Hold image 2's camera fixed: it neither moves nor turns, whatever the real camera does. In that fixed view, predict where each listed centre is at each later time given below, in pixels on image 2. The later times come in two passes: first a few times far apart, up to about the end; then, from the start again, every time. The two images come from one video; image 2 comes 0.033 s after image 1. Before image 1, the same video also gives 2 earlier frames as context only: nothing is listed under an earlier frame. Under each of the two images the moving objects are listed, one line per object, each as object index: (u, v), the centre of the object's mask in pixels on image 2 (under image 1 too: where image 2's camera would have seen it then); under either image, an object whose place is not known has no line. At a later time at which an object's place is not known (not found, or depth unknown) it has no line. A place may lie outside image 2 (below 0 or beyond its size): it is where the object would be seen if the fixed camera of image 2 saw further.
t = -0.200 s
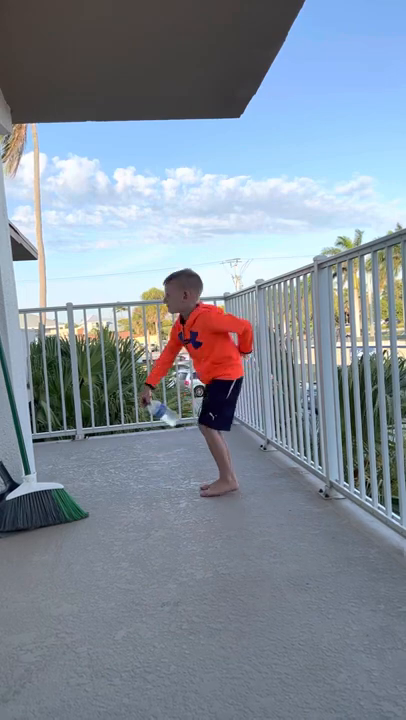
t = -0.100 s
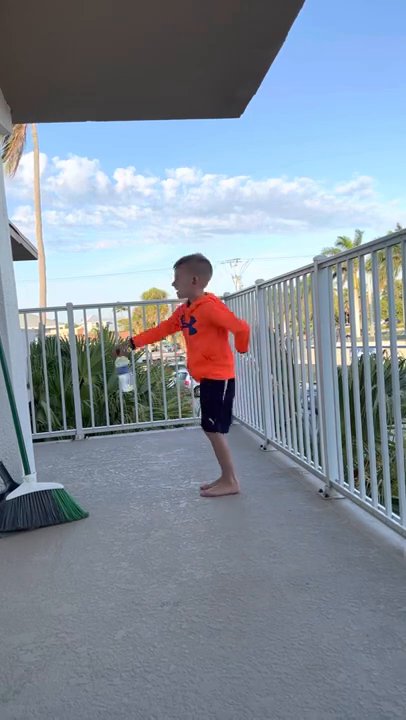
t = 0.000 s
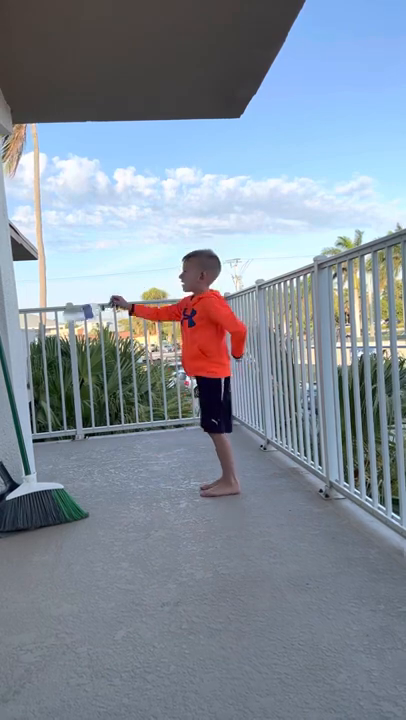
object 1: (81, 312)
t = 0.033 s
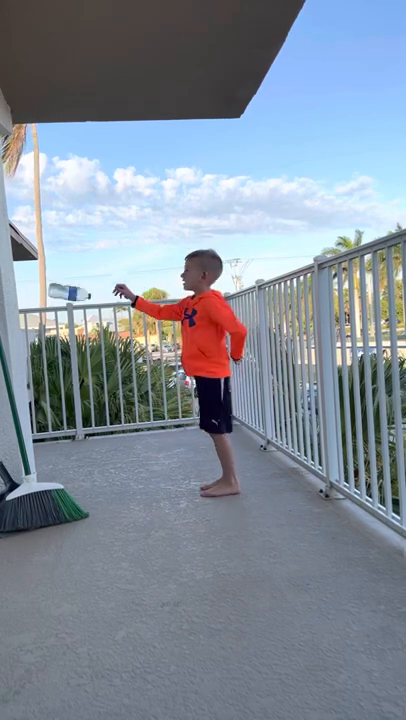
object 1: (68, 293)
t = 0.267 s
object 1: (13, 209)
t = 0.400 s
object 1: (24, 226)
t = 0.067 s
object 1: (52, 273)
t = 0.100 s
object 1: (36, 256)
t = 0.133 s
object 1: (21, 240)
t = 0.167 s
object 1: (8, 226)
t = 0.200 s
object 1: (8, 214)
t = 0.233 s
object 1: (10, 211)
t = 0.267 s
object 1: (13, 209)
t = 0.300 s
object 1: (15, 210)
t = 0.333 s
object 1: (18, 214)
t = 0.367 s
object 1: (20, 221)
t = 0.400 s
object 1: (24, 226)
